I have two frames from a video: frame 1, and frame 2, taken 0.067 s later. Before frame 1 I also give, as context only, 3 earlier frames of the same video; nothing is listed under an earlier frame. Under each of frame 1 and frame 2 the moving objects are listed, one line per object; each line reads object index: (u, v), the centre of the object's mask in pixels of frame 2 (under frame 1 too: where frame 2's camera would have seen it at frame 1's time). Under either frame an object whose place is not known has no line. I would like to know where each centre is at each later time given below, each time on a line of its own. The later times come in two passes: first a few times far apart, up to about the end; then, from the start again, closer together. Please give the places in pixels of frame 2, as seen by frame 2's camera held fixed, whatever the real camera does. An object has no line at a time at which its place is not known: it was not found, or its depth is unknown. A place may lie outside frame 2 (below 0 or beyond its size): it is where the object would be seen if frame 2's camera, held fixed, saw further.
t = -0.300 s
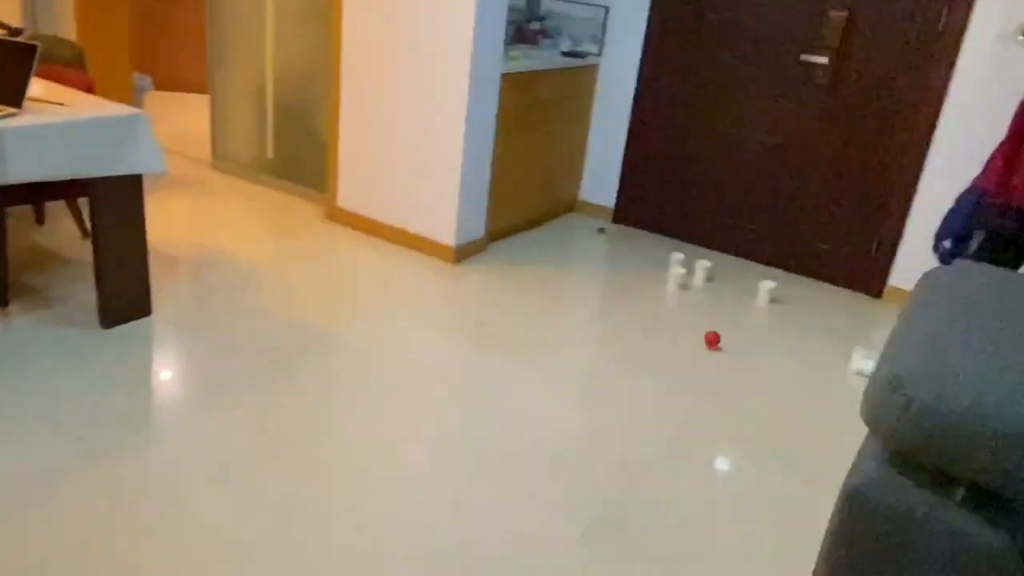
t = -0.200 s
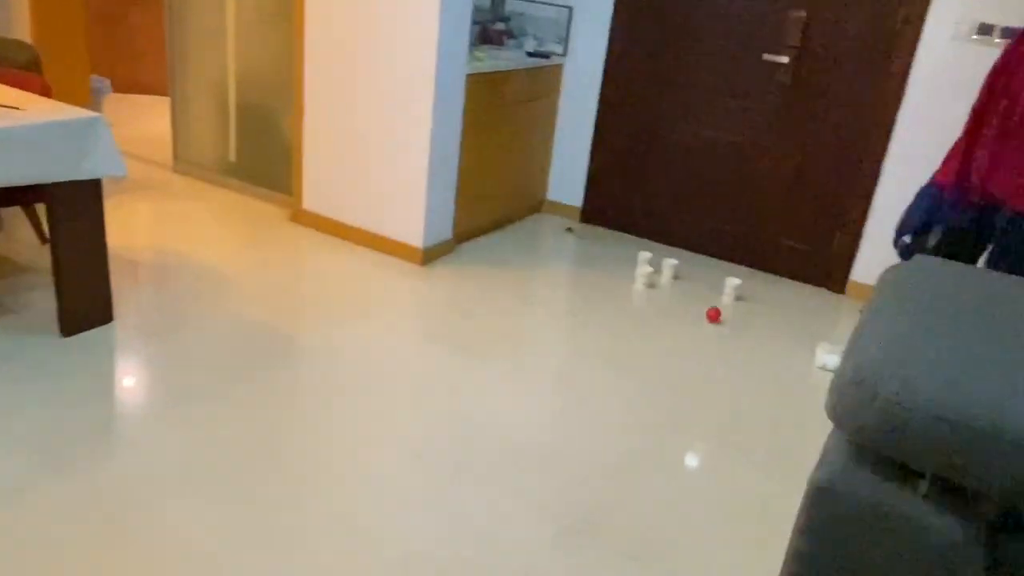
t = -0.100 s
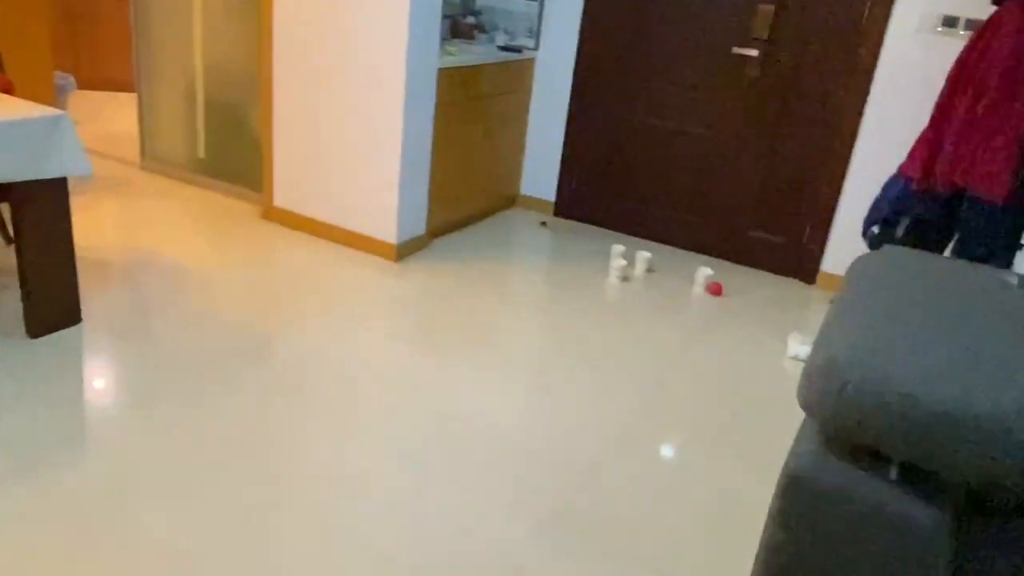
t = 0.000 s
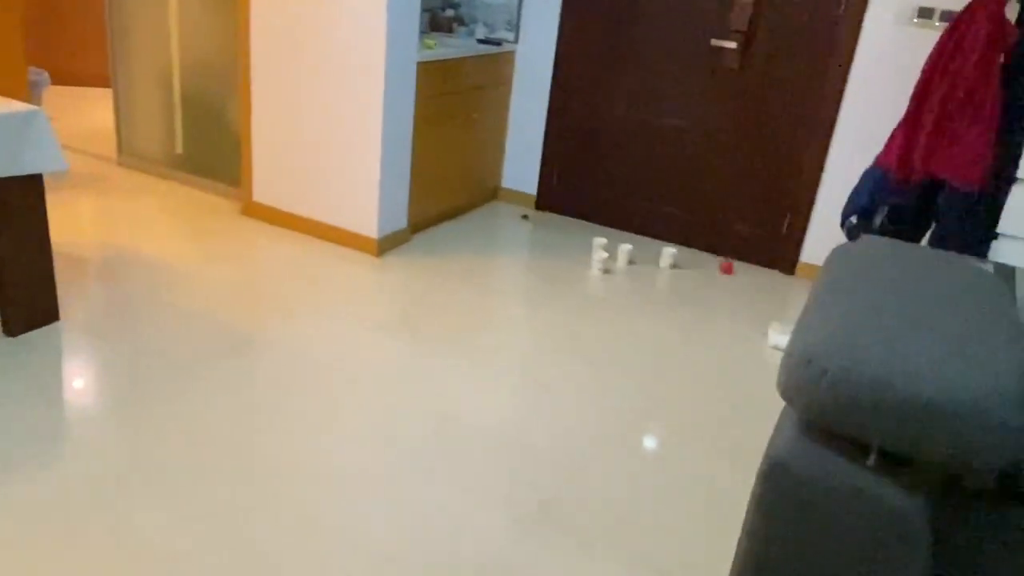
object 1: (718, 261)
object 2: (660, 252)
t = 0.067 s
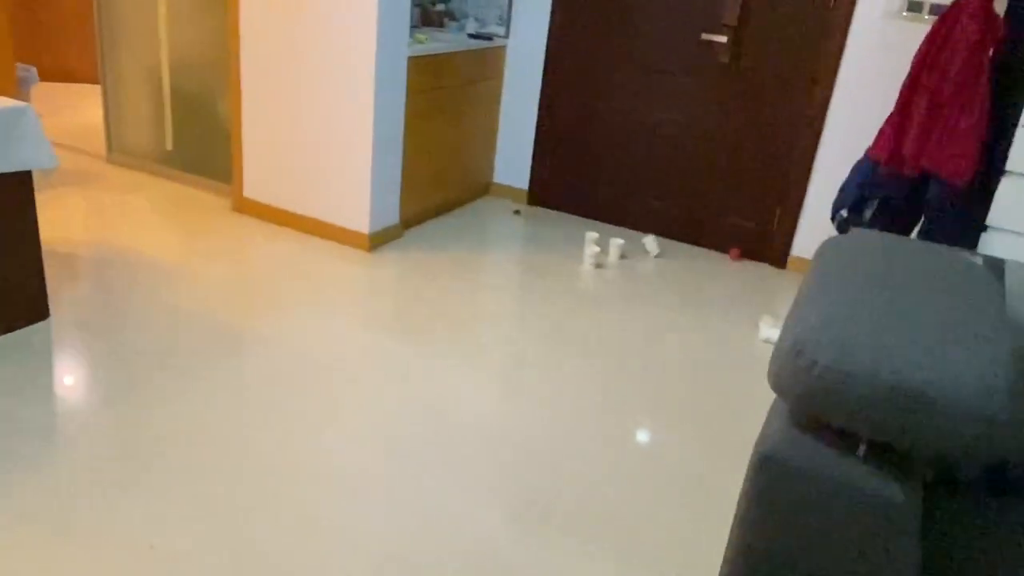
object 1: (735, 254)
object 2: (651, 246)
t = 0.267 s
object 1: (738, 280)
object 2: (637, 236)
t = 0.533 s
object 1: (751, 301)
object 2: (636, 227)
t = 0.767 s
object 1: (755, 322)
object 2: (637, 228)
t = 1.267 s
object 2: (641, 228)
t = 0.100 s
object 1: (739, 253)
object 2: (647, 244)
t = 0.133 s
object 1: (740, 253)
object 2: (644, 244)
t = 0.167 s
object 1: (740, 256)
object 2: (641, 241)
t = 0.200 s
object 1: (741, 262)
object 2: (640, 239)
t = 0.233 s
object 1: (740, 271)
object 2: (639, 237)
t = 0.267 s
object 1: (738, 280)
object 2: (637, 236)
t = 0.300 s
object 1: (741, 279)
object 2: (636, 235)
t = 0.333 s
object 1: (743, 279)
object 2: (635, 234)
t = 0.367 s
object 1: (744, 282)
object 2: (634, 232)
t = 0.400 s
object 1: (746, 287)
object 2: (634, 231)
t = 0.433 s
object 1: (747, 293)
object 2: (634, 230)
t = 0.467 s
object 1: (749, 294)
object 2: (634, 228)
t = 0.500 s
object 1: (751, 296)
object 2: (635, 227)
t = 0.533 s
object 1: (751, 301)
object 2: (636, 227)
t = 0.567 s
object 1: (752, 306)
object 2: (636, 228)
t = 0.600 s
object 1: (754, 308)
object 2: (636, 228)
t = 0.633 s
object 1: (755, 312)
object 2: (636, 229)
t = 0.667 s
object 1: (755, 316)
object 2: (636, 228)
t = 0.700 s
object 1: (756, 317)
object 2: (637, 228)
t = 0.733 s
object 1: (756, 319)
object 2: (636, 229)
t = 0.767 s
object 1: (755, 322)
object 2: (637, 228)
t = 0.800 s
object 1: (754, 326)
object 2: (637, 228)
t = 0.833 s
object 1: (753, 326)
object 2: (637, 228)
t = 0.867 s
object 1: (752, 329)
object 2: (637, 227)
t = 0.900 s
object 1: (751, 331)
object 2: (637, 228)
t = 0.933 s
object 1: (751, 333)
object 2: (637, 228)
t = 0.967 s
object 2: (638, 228)
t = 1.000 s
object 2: (638, 228)
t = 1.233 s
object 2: (640, 227)
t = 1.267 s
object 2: (641, 228)
